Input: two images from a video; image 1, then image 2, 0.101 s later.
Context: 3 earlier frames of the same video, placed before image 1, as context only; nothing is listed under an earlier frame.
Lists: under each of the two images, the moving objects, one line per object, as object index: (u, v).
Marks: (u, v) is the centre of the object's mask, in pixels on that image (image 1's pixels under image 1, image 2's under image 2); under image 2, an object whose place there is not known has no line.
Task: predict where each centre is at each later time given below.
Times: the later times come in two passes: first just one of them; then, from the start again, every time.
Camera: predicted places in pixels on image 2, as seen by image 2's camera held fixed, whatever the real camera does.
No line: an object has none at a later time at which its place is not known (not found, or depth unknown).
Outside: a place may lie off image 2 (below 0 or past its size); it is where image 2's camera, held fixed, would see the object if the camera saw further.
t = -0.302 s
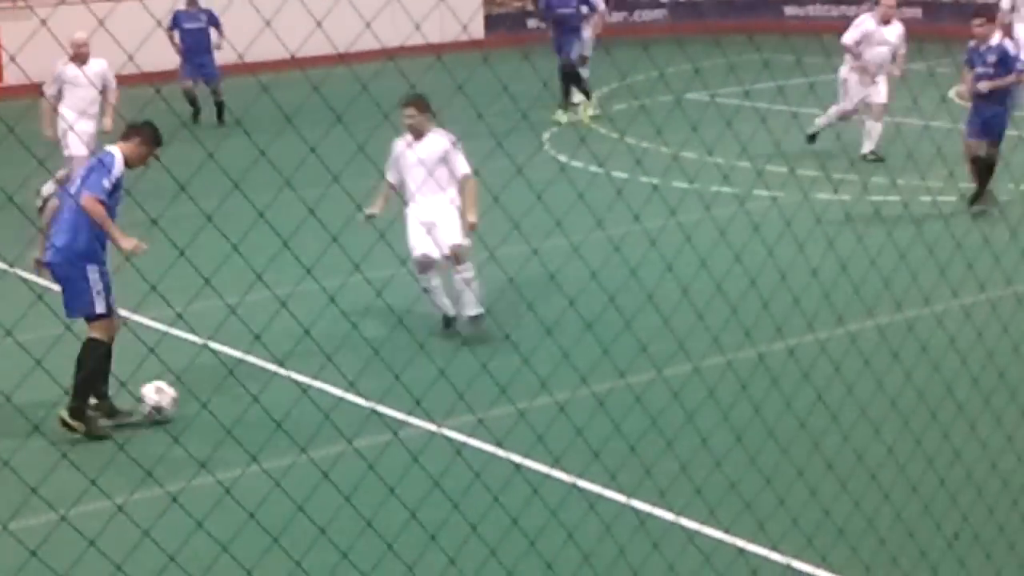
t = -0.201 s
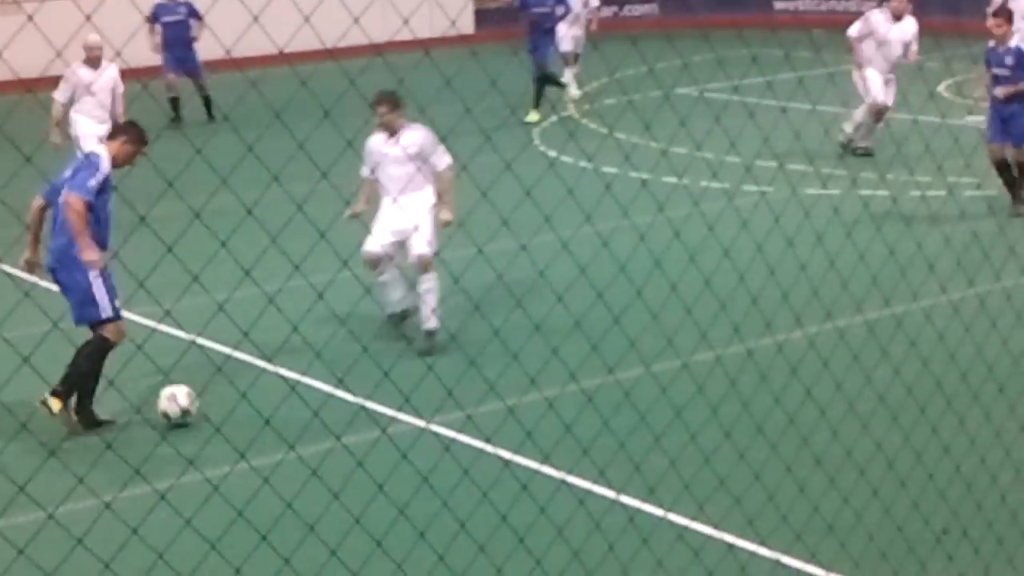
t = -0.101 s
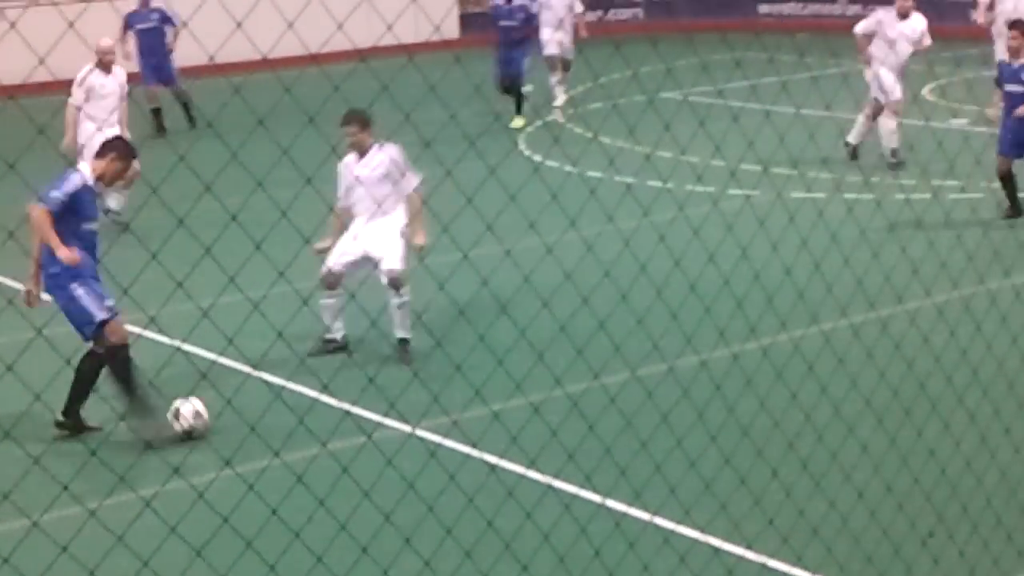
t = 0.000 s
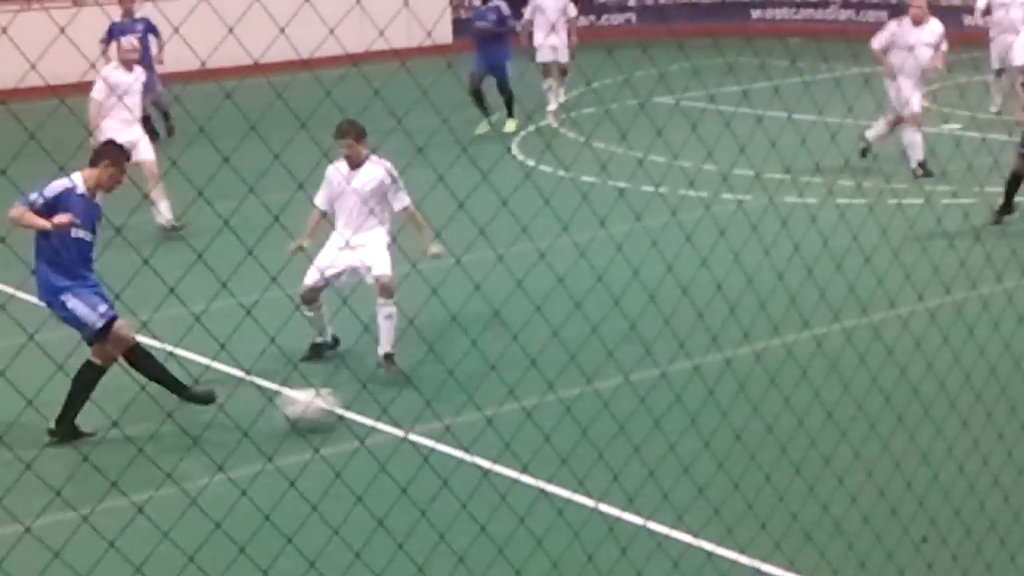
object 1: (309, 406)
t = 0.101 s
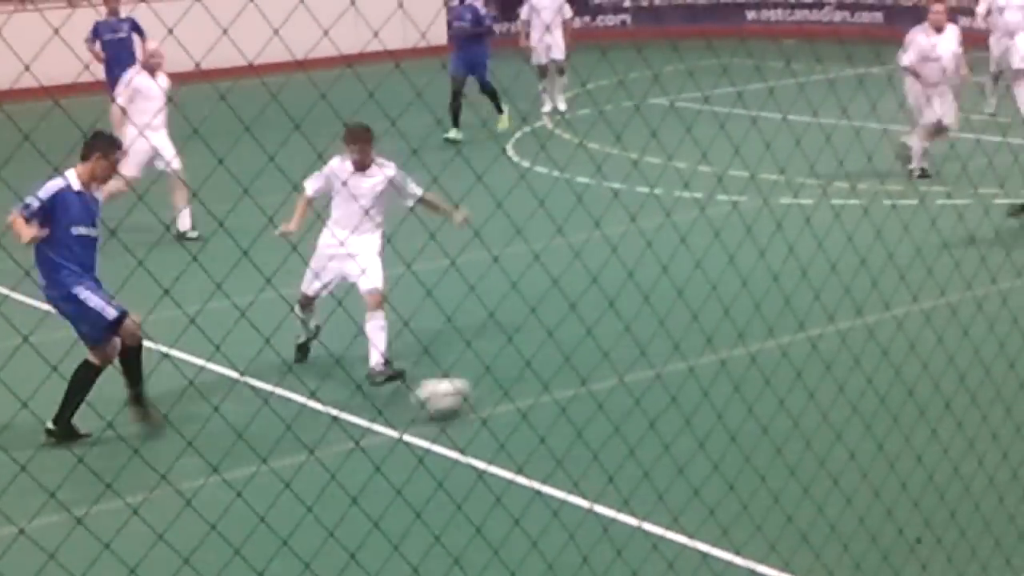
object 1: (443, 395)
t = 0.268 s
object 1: (638, 375)
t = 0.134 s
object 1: (485, 390)
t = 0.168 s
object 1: (527, 388)
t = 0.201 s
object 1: (567, 384)
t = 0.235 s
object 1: (602, 379)
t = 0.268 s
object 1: (638, 375)
